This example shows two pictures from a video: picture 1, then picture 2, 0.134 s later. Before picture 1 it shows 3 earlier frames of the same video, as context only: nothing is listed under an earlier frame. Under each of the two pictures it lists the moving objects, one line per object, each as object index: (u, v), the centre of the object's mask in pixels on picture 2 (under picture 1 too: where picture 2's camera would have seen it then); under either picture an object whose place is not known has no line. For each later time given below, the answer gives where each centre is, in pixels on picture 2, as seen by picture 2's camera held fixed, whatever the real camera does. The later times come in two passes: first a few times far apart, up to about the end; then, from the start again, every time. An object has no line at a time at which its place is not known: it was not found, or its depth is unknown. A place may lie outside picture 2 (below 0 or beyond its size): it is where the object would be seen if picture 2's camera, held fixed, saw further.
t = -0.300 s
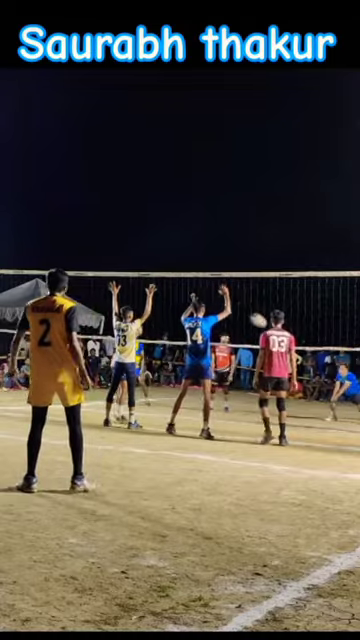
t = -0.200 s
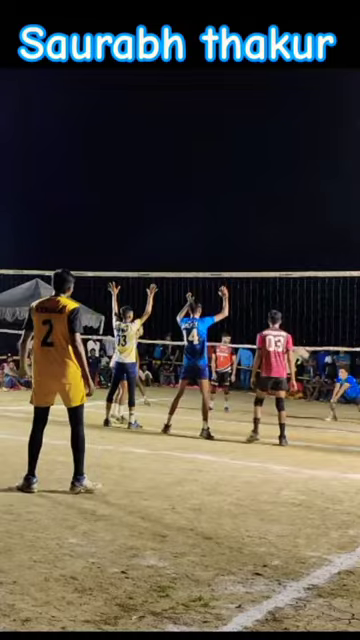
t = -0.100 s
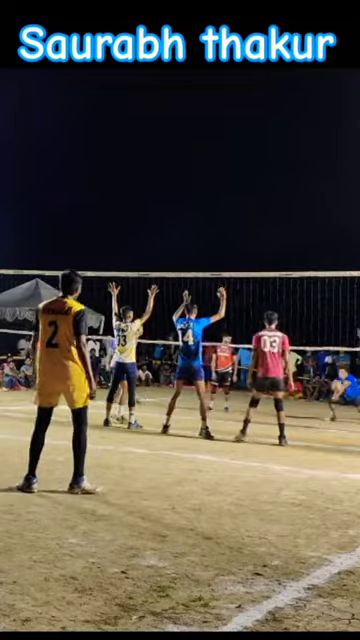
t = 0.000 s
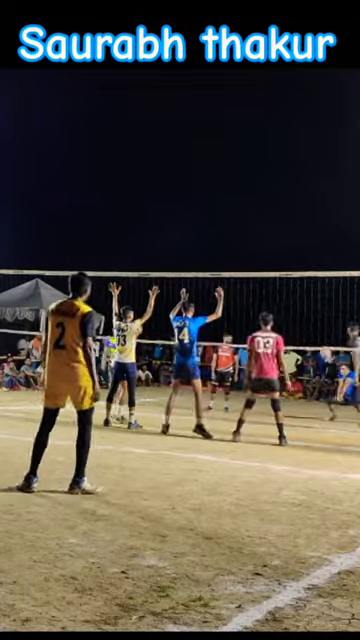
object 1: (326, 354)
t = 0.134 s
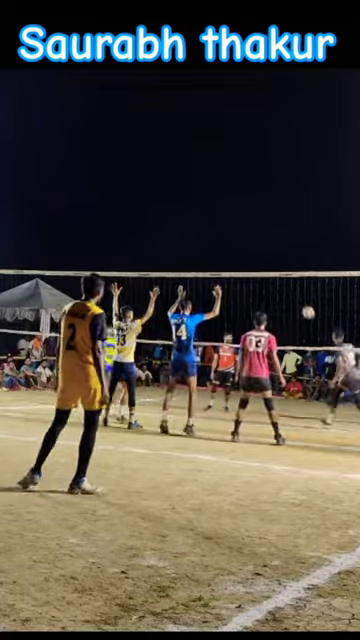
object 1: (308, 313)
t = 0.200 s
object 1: (299, 296)
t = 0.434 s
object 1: (267, 252)
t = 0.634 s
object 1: (238, 236)
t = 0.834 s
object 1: (207, 239)
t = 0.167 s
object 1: (304, 304)
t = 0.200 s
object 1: (299, 296)
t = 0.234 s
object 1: (295, 288)
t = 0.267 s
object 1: (291, 281)
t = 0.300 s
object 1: (286, 274)
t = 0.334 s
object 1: (281, 268)
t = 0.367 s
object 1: (277, 263)
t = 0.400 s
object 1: (272, 257)
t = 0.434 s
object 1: (267, 252)
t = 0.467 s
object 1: (263, 248)
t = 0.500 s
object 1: (258, 245)
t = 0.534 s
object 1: (253, 242)
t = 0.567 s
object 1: (248, 239)
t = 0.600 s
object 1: (243, 237)
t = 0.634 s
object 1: (238, 236)
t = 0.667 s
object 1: (233, 235)
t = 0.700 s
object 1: (228, 235)
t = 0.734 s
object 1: (223, 235)
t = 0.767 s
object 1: (218, 236)
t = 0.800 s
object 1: (212, 237)
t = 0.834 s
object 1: (207, 239)
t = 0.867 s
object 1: (201, 242)
